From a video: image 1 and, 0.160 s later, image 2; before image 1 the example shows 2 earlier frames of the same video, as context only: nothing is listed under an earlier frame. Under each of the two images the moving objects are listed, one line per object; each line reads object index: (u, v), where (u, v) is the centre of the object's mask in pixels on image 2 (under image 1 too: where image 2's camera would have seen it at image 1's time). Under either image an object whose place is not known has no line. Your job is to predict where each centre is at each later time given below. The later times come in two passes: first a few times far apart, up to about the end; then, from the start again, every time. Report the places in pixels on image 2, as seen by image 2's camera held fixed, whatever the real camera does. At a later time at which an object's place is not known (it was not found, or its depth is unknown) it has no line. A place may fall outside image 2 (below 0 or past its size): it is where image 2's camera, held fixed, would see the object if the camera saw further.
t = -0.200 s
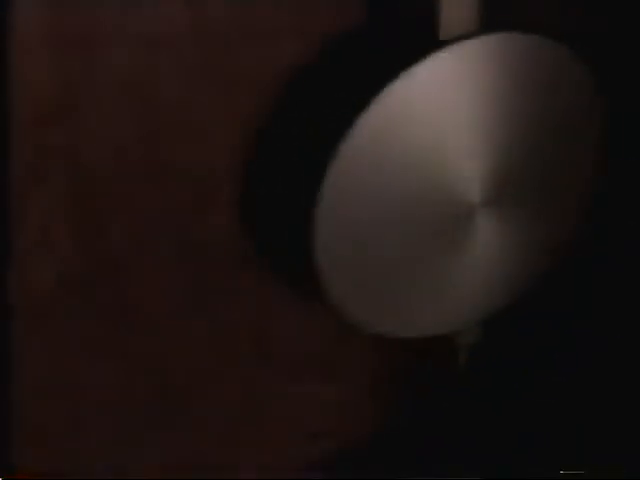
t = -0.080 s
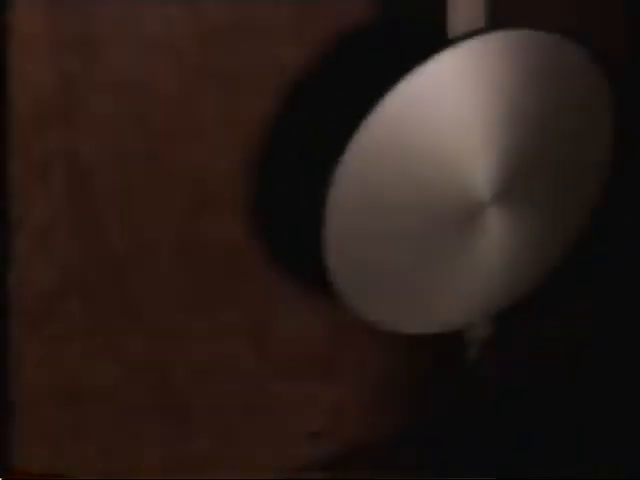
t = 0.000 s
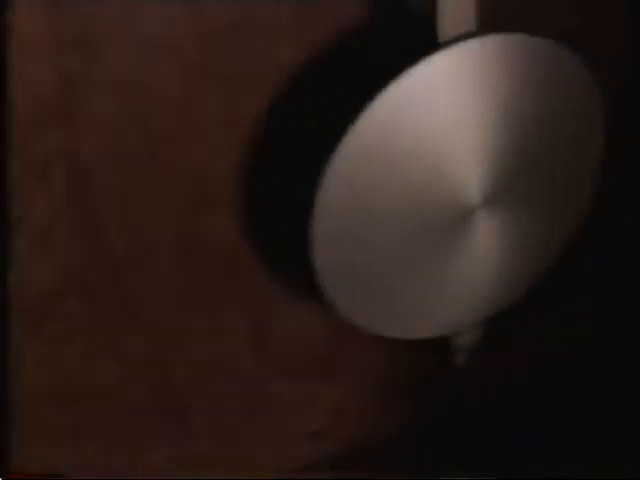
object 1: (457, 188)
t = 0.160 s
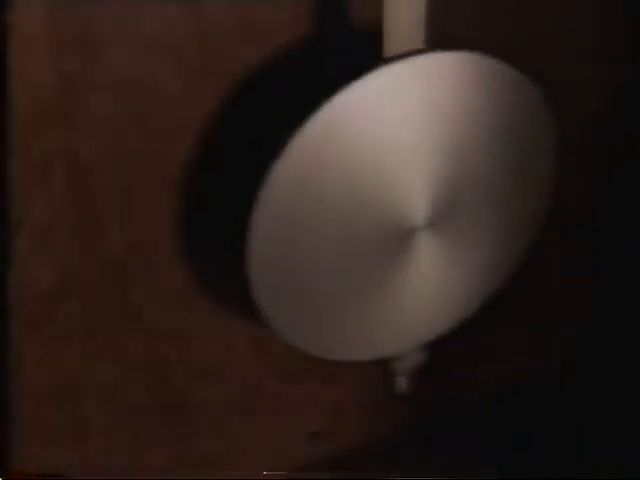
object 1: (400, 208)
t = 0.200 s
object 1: (381, 215)
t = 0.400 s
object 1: (280, 242)
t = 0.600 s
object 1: (233, 252)
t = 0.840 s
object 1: (294, 237)
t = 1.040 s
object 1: (396, 208)
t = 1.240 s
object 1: (461, 185)
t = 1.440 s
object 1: (450, 190)
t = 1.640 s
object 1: (368, 219)
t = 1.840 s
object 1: (269, 244)
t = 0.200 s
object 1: (381, 215)
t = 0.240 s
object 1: (360, 221)
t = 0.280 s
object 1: (339, 226)
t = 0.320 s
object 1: (319, 232)
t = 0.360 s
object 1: (298, 237)
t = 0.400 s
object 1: (280, 242)
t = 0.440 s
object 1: (264, 245)
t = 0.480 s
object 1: (251, 248)
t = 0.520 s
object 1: (241, 250)
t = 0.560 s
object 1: (235, 252)
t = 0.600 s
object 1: (233, 252)
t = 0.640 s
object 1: (234, 251)
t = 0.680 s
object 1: (239, 250)
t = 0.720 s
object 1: (248, 248)
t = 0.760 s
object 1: (261, 245)
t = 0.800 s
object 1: (276, 241)
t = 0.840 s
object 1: (294, 237)
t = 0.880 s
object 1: (314, 233)
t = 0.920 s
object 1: (334, 227)
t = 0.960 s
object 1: (355, 220)
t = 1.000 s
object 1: (376, 214)
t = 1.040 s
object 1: (396, 208)
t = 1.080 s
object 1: (414, 202)
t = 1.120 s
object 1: (430, 197)
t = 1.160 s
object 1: (443, 192)
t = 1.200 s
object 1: (454, 188)
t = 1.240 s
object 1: (461, 185)
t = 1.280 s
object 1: (466, 184)
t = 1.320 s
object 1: (466, 184)
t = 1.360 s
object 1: (465, 185)
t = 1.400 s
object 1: (458, 187)
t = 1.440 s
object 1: (450, 190)
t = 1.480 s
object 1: (437, 196)
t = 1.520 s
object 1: (424, 200)
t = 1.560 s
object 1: (406, 206)
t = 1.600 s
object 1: (388, 212)
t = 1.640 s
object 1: (368, 219)
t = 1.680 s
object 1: (346, 225)
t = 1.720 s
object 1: (326, 230)
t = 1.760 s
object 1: (305, 236)
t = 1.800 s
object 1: (286, 240)
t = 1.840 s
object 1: (269, 244)
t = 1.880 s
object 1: (255, 247)
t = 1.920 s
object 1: (244, 250)
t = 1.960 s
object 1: (236, 251)
